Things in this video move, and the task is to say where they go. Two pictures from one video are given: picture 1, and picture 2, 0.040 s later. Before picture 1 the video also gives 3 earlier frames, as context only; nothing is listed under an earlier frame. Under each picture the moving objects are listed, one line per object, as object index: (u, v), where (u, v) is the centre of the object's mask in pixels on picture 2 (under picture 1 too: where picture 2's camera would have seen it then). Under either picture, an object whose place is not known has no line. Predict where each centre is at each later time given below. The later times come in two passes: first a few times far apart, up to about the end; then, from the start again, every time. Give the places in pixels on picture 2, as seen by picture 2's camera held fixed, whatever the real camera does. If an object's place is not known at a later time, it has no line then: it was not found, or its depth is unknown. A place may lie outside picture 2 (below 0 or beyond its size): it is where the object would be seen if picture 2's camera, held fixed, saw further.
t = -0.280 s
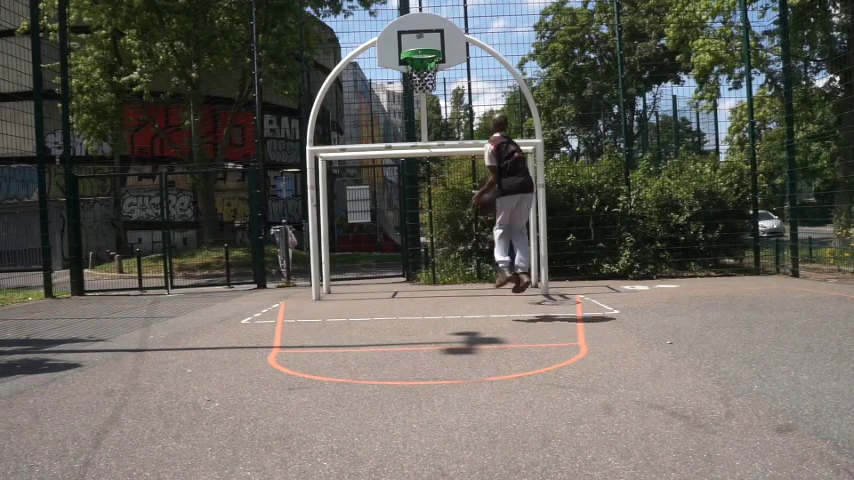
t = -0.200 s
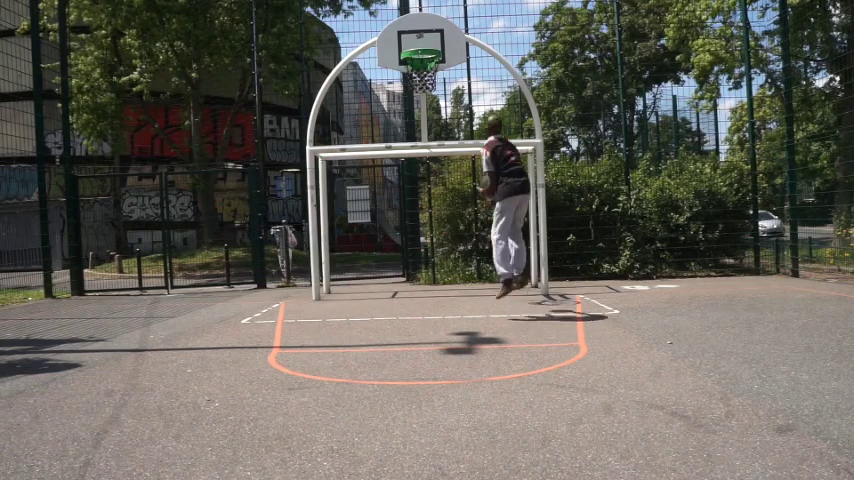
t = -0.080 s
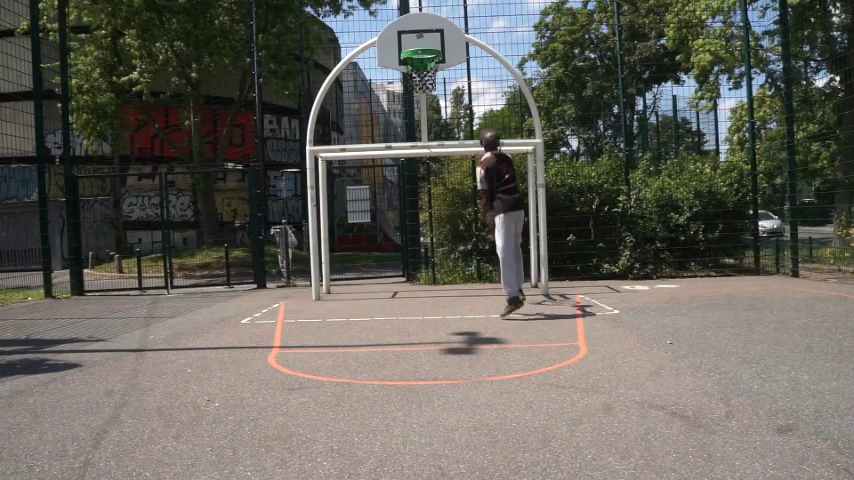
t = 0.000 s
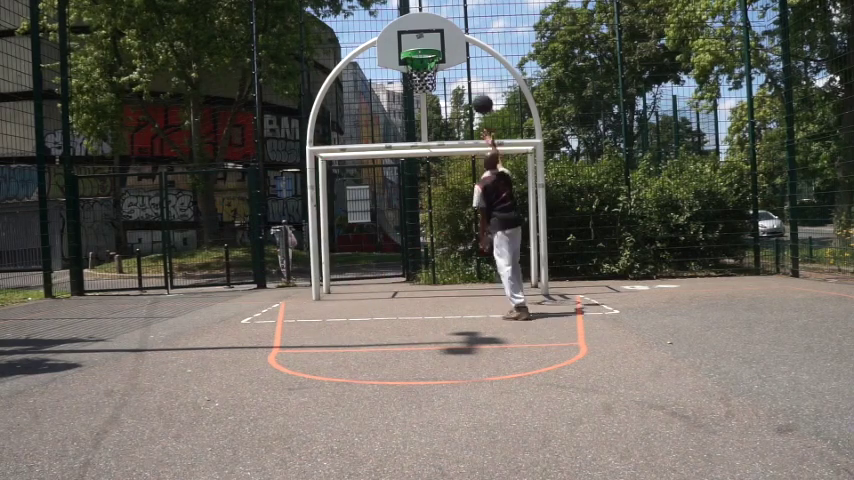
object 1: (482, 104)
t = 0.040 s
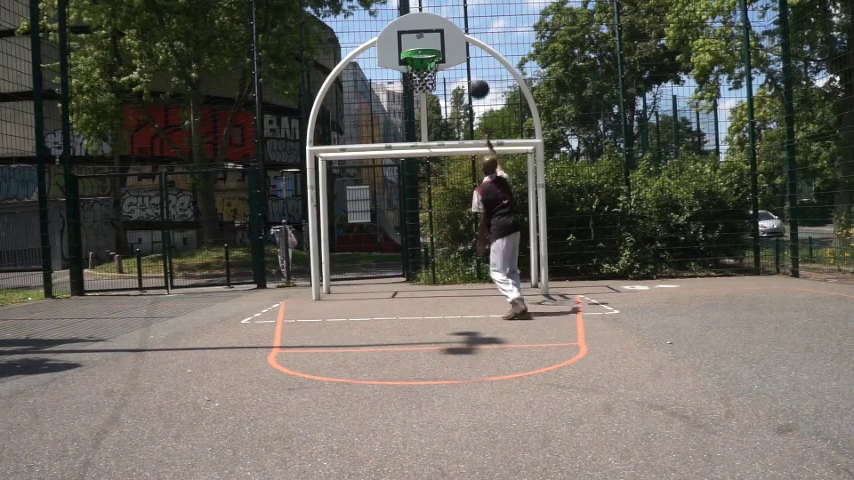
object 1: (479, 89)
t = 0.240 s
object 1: (464, 37)
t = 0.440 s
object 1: (452, 16)
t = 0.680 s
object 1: (436, 9)
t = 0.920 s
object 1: (422, 41)
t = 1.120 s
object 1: (417, 38)
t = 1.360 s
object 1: (415, 26)
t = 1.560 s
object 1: (414, 44)
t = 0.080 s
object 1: (476, 75)
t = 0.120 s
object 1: (472, 64)
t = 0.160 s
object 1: (469, 53)
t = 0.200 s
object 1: (467, 44)
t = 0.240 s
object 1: (464, 37)
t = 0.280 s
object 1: (461, 30)
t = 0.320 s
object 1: (459, 26)
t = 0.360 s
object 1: (456, 21)
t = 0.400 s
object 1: (455, 19)
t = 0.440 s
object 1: (452, 16)
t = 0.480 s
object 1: (449, 12)
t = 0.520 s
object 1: (447, 9)
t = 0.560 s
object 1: (444, 8)
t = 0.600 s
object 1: (442, 8)
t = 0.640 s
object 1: (439, 8)
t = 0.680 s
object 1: (436, 9)
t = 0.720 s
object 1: (434, 12)
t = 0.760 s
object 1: (431, 17)
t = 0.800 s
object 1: (428, 22)
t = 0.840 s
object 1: (426, 30)
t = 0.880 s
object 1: (424, 38)
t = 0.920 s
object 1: (422, 41)
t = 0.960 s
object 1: (421, 41)
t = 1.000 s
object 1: (419, 42)
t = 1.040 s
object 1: (418, 42)
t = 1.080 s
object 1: (417, 41)
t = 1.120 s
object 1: (417, 38)
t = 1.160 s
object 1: (416, 35)
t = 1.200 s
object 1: (416, 31)
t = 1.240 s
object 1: (416, 28)
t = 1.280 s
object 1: (415, 27)
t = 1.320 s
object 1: (415, 26)
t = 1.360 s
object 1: (415, 26)
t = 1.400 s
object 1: (415, 28)
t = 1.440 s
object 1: (415, 31)
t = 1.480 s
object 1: (414, 35)
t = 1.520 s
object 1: (414, 40)
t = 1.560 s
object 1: (414, 44)
